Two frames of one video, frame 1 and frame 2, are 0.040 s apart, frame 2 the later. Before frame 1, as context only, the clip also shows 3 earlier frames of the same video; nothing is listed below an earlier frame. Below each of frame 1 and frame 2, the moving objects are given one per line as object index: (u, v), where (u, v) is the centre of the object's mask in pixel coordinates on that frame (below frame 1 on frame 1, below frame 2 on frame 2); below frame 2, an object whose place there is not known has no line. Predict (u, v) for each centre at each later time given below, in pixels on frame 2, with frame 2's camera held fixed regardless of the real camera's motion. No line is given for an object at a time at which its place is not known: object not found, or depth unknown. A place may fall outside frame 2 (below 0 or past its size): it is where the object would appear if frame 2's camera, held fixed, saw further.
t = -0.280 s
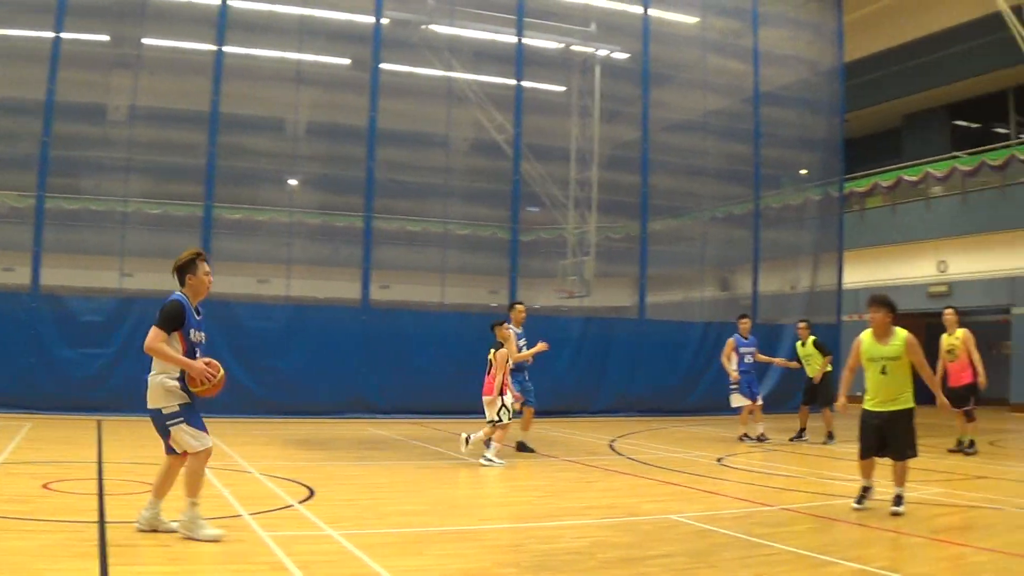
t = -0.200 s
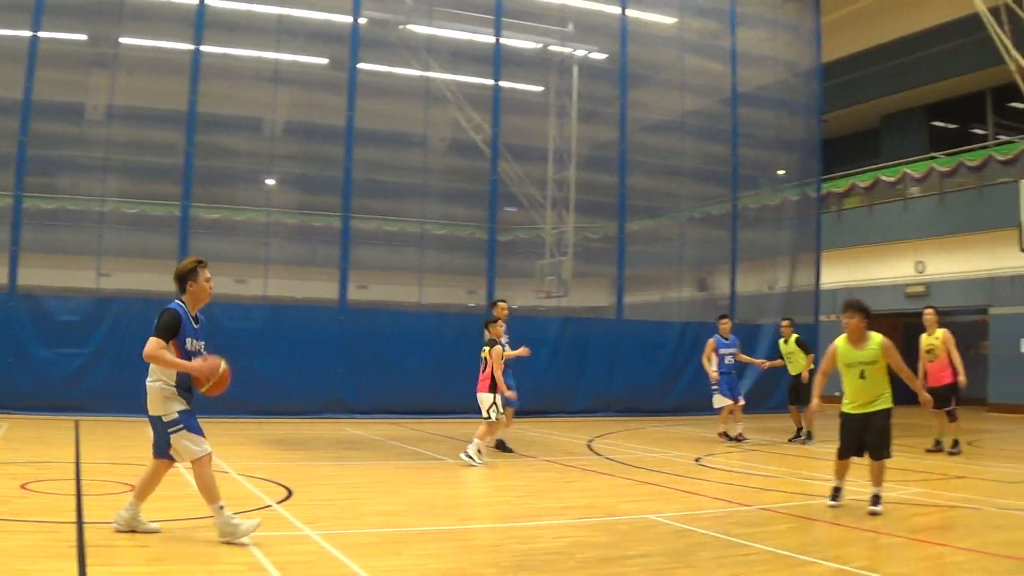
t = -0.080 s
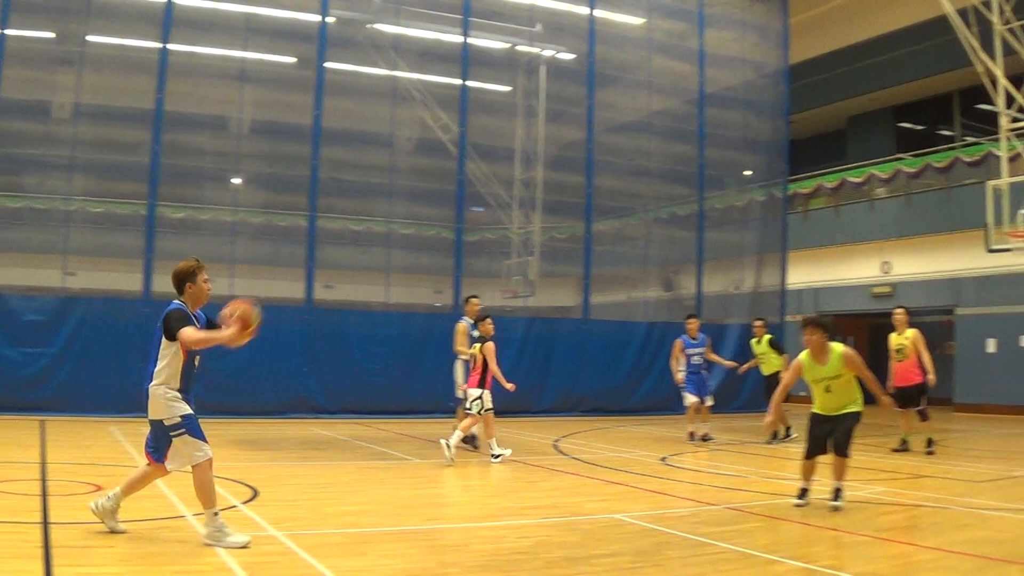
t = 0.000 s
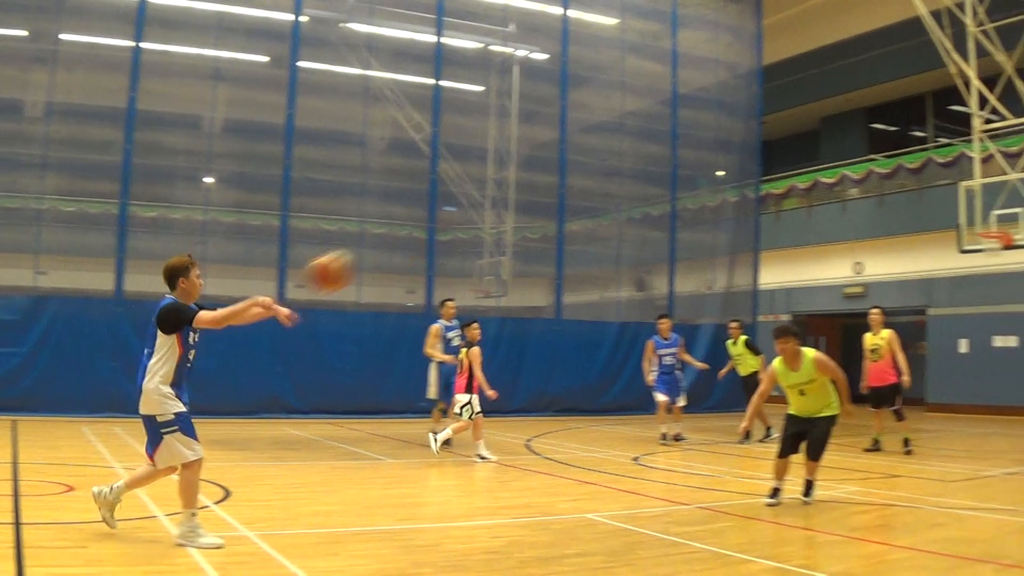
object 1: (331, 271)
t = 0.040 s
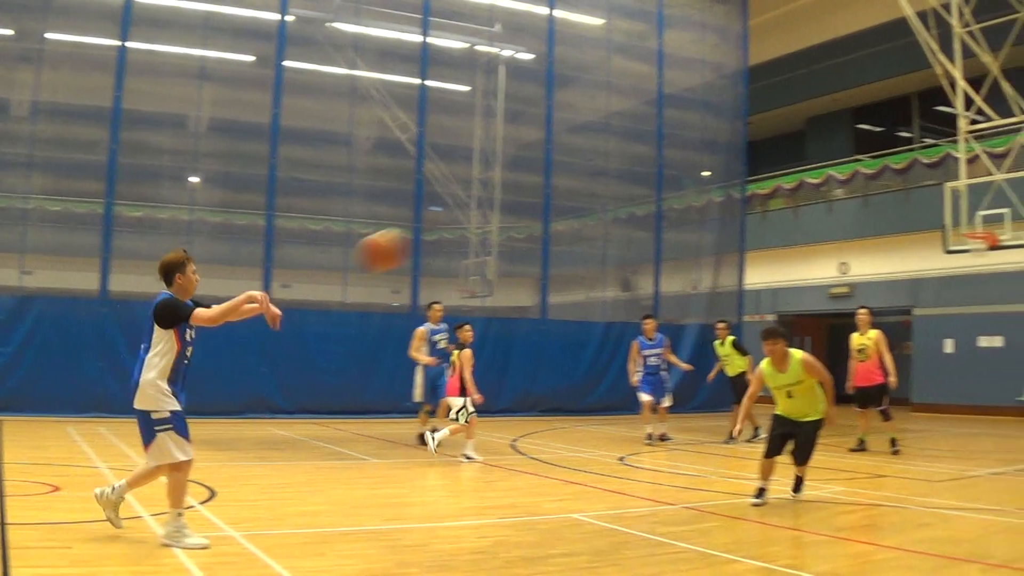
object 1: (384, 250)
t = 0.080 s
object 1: (447, 231)
